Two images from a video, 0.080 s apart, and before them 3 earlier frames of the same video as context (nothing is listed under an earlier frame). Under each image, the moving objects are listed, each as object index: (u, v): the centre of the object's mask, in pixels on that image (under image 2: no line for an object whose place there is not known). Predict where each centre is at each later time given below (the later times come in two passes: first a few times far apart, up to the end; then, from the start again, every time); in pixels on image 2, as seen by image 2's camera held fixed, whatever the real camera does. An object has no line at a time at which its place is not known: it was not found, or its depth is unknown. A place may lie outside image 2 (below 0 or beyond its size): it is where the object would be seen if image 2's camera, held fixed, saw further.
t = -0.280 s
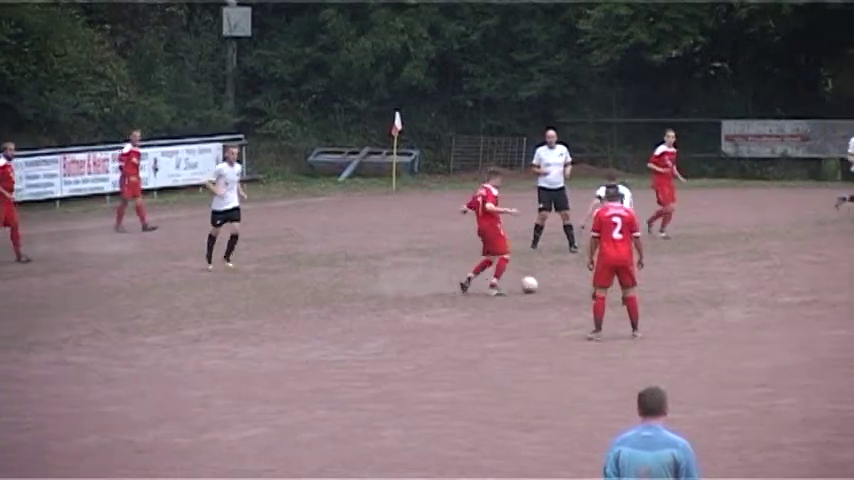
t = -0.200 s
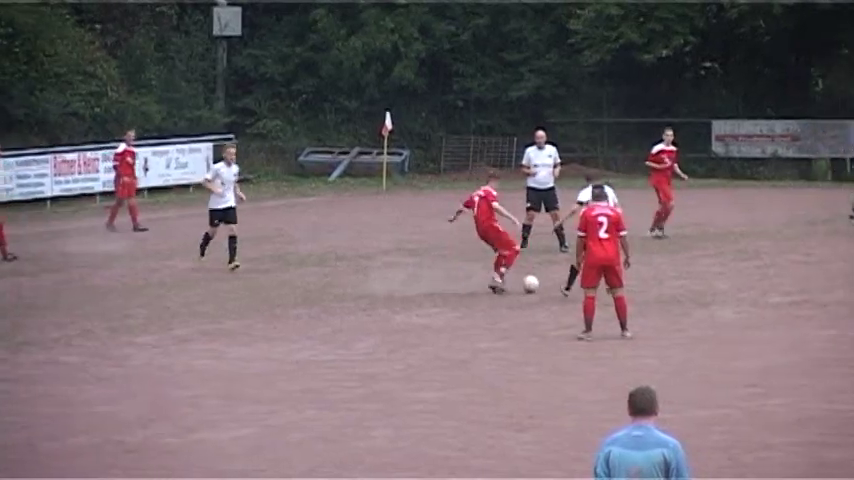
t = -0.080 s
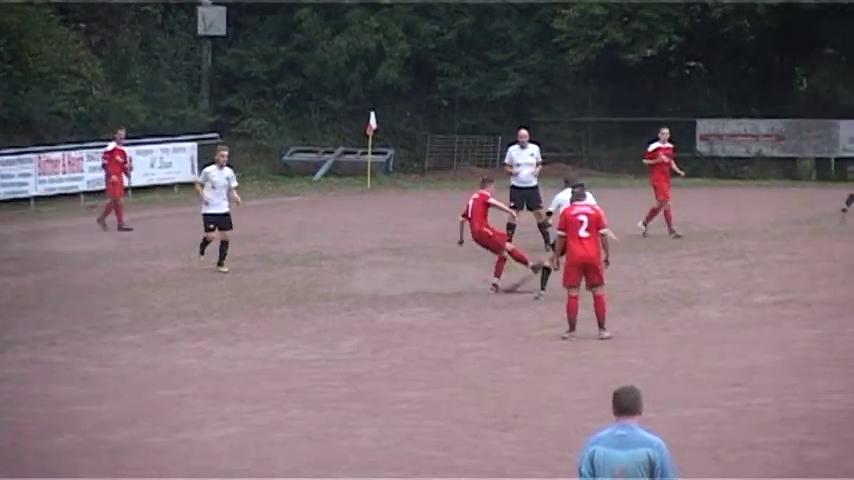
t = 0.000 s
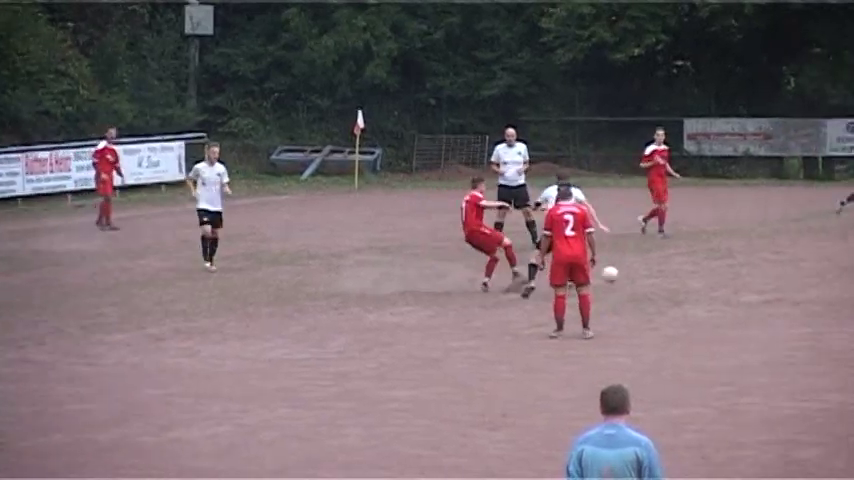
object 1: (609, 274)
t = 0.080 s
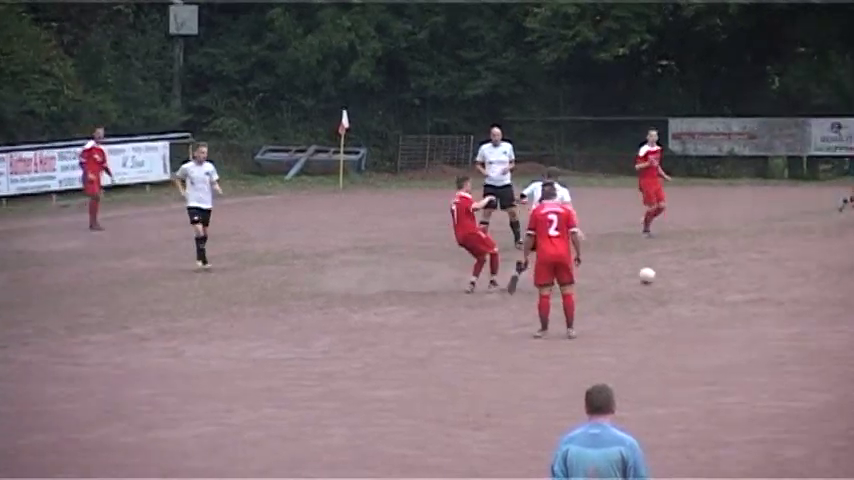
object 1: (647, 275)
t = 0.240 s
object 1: (733, 266)
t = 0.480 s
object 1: (841, 262)
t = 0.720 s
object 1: (929, 259)
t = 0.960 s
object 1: (1008, 258)
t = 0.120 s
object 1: (669, 272)
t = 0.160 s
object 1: (691, 269)
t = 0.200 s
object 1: (712, 267)
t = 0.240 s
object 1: (733, 266)
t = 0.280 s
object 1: (754, 267)
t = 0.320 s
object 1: (775, 269)
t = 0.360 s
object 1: (791, 267)
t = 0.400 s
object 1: (808, 264)
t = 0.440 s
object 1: (824, 262)
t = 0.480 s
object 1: (841, 262)
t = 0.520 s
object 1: (857, 263)
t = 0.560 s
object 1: (873, 264)
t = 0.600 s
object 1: (887, 261)
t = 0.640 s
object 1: (901, 259)
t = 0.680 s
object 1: (915, 258)
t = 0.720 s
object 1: (929, 259)
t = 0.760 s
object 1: (943, 261)
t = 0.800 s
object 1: (956, 259)
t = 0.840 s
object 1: (969, 257)
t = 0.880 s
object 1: (982, 256)
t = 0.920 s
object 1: (995, 256)
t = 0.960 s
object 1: (1008, 258)
